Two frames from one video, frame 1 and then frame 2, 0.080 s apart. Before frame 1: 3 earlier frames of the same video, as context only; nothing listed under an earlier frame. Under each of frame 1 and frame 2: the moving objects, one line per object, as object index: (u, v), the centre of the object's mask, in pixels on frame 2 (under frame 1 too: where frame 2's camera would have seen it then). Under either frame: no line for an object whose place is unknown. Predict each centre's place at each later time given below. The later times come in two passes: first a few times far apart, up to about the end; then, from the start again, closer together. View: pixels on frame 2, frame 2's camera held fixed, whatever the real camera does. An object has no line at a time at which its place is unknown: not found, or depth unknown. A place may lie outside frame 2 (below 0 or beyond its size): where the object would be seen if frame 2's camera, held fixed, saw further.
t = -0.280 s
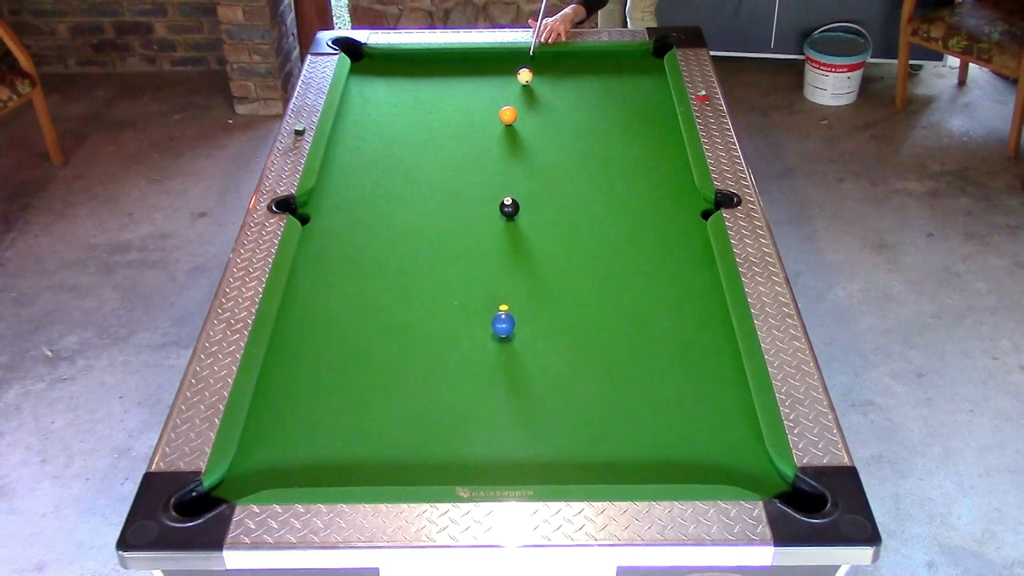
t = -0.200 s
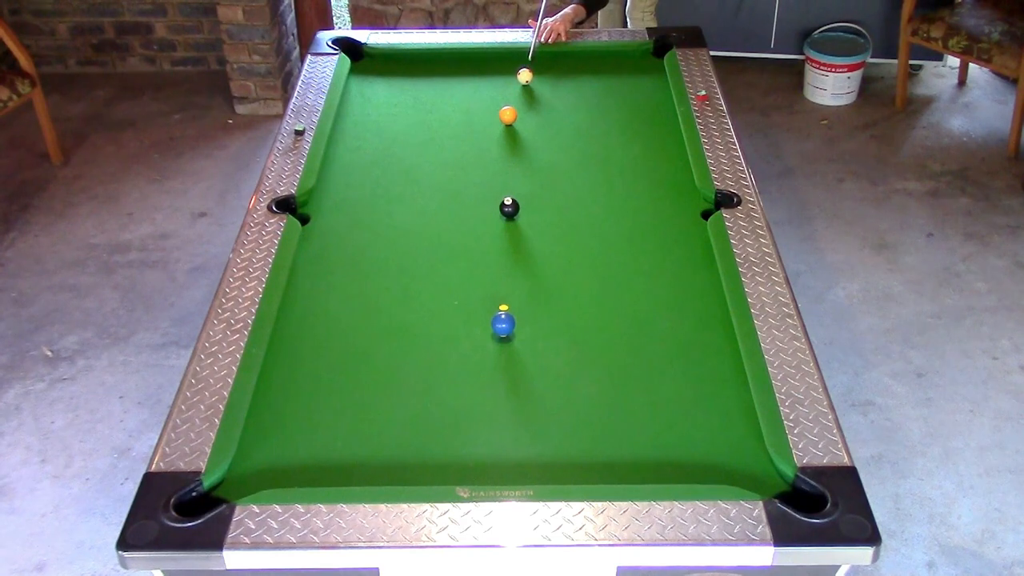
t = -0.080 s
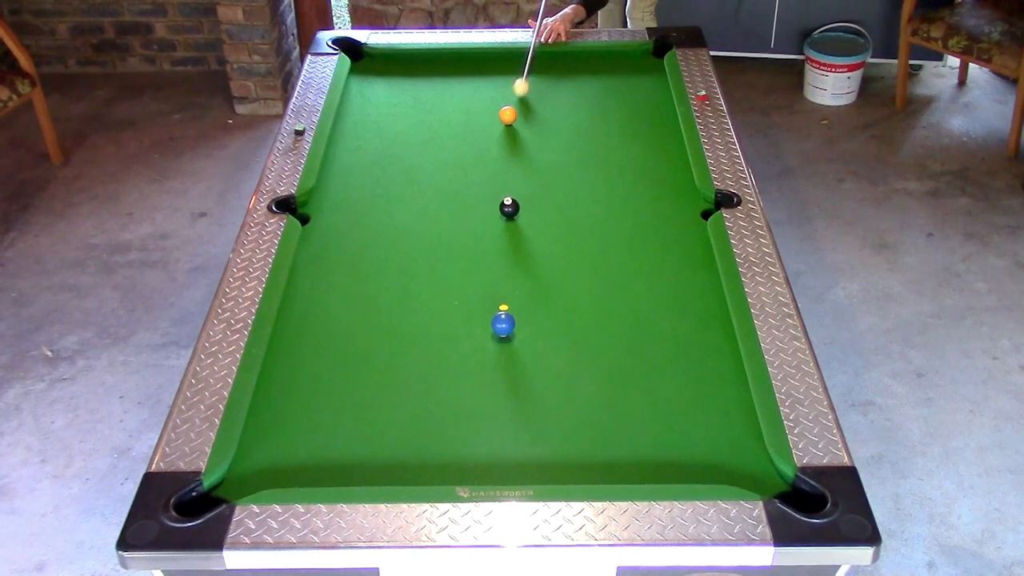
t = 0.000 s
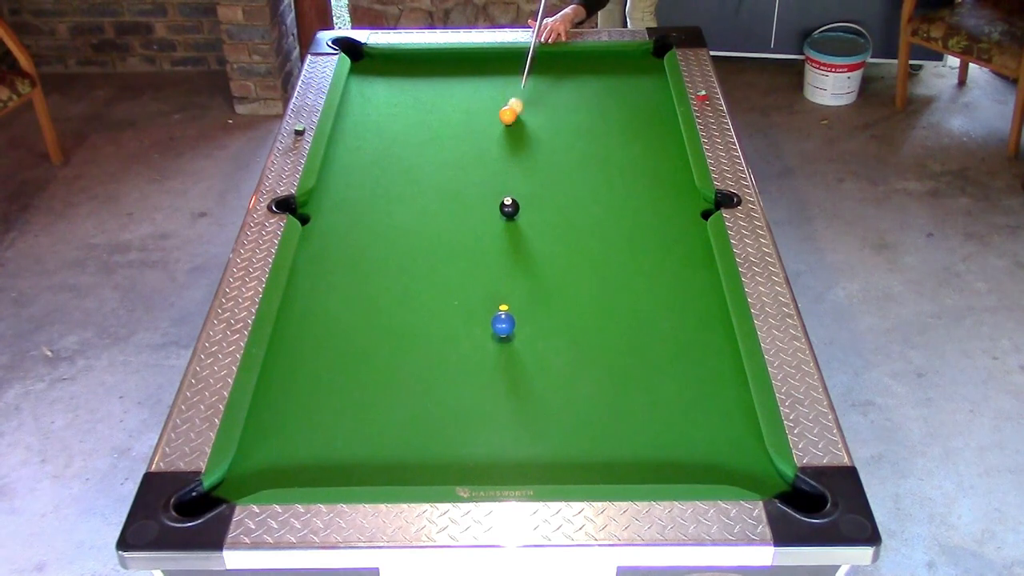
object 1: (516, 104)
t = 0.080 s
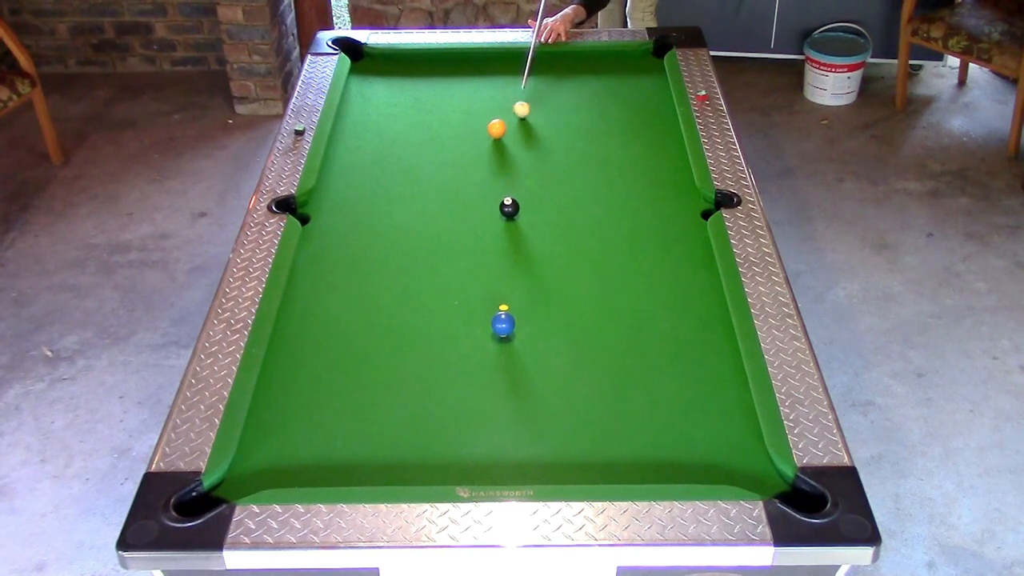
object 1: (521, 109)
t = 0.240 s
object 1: (532, 118)
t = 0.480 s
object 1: (548, 131)
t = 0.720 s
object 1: (563, 143)
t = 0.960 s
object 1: (577, 155)
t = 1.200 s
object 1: (589, 165)
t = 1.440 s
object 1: (602, 175)
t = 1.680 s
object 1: (612, 184)
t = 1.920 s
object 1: (622, 192)
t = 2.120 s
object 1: (630, 197)
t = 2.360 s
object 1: (638, 203)
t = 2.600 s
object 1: (644, 207)
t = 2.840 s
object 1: (648, 211)
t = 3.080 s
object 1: (650, 213)
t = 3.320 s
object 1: (651, 213)
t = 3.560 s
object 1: (652, 213)
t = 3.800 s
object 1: (651, 213)
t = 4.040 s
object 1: (651, 213)
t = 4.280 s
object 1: (651, 213)
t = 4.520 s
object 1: (652, 213)
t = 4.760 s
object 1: (652, 213)
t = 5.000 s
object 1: (652, 213)
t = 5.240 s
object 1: (652, 213)
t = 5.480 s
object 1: (652, 213)
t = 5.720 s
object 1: (652, 213)
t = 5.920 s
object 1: (652, 213)
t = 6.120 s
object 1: (652, 213)
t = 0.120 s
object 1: (524, 111)
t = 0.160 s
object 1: (527, 113)
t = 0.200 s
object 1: (530, 115)
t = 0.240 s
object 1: (532, 118)
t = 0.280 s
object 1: (535, 120)
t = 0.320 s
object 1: (537, 122)
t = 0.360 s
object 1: (540, 124)
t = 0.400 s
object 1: (543, 126)
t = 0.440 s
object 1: (545, 128)
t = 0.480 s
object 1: (548, 131)
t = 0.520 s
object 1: (550, 133)
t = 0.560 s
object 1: (553, 135)
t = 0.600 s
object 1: (555, 137)
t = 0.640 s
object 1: (558, 139)
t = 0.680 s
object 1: (560, 141)
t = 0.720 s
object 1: (563, 143)
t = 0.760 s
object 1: (565, 145)
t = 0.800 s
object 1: (567, 147)
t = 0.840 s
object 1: (570, 149)
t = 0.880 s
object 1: (572, 151)
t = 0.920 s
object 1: (574, 153)
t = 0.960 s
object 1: (577, 155)
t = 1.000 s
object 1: (579, 156)
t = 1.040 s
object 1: (581, 158)
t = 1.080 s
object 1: (583, 160)
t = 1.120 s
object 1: (585, 162)
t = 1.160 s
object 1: (587, 163)
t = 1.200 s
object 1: (589, 165)
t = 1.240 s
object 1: (592, 167)
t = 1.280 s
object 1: (594, 169)
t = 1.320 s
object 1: (596, 170)
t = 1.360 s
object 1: (598, 172)
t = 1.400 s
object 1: (600, 173)
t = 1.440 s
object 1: (602, 175)
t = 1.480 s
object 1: (603, 177)
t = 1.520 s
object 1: (605, 178)
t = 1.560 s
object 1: (607, 180)
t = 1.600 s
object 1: (609, 181)
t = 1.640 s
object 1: (611, 183)
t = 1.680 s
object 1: (612, 184)
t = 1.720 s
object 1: (614, 185)
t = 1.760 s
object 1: (616, 187)
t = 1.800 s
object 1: (618, 188)
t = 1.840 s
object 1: (619, 189)
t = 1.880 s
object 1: (621, 191)
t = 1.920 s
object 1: (622, 192)
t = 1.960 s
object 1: (624, 193)
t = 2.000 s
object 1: (626, 194)
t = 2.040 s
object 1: (627, 195)
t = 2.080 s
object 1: (628, 196)
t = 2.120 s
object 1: (630, 197)
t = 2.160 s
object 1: (631, 199)
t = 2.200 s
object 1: (633, 200)
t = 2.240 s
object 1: (634, 200)
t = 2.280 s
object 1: (635, 201)
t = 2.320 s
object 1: (637, 202)
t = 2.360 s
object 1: (638, 203)
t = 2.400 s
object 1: (639, 204)
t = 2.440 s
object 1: (640, 205)
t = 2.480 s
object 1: (641, 205)
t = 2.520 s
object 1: (642, 206)
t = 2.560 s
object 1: (643, 207)
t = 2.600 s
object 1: (644, 207)
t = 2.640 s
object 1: (645, 208)
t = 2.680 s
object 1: (646, 208)
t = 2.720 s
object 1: (646, 209)
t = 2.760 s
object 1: (647, 210)
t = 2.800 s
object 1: (648, 210)
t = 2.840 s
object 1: (648, 211)
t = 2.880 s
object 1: (649, 211)
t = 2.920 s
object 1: (649, 211)
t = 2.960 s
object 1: (650, 212)
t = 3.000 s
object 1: (650, 212)
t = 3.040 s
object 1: (650, 212)
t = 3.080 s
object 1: (650, 213)
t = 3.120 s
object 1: (651, 213)
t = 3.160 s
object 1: (651, 213)
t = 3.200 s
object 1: (651, 213)
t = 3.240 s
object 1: (651, 213)
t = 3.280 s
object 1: (651, 213)
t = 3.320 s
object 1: (651, 213)
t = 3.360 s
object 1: (651, 213)
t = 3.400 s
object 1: (651, 213)
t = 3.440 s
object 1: (651, 213)
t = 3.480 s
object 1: (651, 213)
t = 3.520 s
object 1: (651, 213)
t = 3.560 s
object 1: (652, 213)
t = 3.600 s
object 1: (652, 213)
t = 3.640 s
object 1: (652, 213)
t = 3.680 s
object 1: (652, 213)
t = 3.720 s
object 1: (651, 213)
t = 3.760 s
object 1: (652, 213)
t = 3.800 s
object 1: (651, 213)
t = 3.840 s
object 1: (651, 213)
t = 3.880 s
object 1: (651, 213)
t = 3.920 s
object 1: (651, 213)
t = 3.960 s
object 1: (652, 213)
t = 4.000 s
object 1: (651, 213)
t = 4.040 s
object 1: (651, 213)
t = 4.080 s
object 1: (651, 213)
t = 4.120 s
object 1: (651, 213)
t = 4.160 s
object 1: (651, 213)
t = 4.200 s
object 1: (651, 213)
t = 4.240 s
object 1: (651, 213)
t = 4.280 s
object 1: (651, 213)
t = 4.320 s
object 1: (651, 213)
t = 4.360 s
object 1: (651, 213)
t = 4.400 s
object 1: (651, 213)
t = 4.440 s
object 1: (652, 213)
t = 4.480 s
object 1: (652, 213)
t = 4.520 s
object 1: (652, 213)
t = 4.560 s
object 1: (652, 213)
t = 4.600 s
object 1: (652, 213)
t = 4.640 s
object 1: (652, 213)
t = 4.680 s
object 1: (652, 213)
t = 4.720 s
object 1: (652, 213)
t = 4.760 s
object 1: (652, 213)
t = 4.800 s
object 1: (652, 213)
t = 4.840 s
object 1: (652, 213)
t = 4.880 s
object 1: (652, 213)
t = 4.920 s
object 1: (652, 213)
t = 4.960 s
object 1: (652, 213)
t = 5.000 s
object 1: (652, 213)
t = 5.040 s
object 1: (652, 213)
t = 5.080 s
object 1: (652, 213)
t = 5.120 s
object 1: (652, 213)
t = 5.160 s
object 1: (652, 213)
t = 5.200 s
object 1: (652, 213)
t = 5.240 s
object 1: (652, 213)
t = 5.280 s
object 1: (652, 213)
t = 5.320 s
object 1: (652, 213)
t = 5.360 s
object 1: (652, 213)
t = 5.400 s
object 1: (652, 213)
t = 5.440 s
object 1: (652, 213)
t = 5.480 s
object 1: (652, 213)
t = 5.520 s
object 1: (652, 213)
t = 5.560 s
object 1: (652, 213)
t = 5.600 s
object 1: (652, 213)
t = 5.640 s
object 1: (652, 213)
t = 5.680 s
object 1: (652, 213)
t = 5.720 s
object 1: (652, 213)
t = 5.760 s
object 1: (652, 213)
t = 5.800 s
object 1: (652, 213)
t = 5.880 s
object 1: (652, 213)
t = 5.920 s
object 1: (652, 213)
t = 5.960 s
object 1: (652, 213)
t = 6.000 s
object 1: (652, 213)
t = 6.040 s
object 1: (652, 213)
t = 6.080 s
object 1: (652, 213)
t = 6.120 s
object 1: (652, 213)
